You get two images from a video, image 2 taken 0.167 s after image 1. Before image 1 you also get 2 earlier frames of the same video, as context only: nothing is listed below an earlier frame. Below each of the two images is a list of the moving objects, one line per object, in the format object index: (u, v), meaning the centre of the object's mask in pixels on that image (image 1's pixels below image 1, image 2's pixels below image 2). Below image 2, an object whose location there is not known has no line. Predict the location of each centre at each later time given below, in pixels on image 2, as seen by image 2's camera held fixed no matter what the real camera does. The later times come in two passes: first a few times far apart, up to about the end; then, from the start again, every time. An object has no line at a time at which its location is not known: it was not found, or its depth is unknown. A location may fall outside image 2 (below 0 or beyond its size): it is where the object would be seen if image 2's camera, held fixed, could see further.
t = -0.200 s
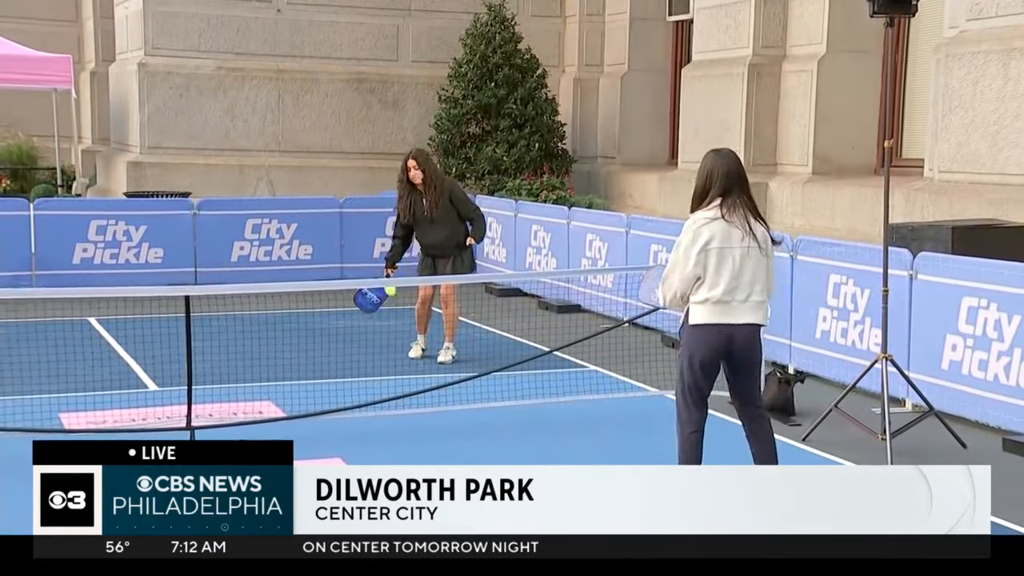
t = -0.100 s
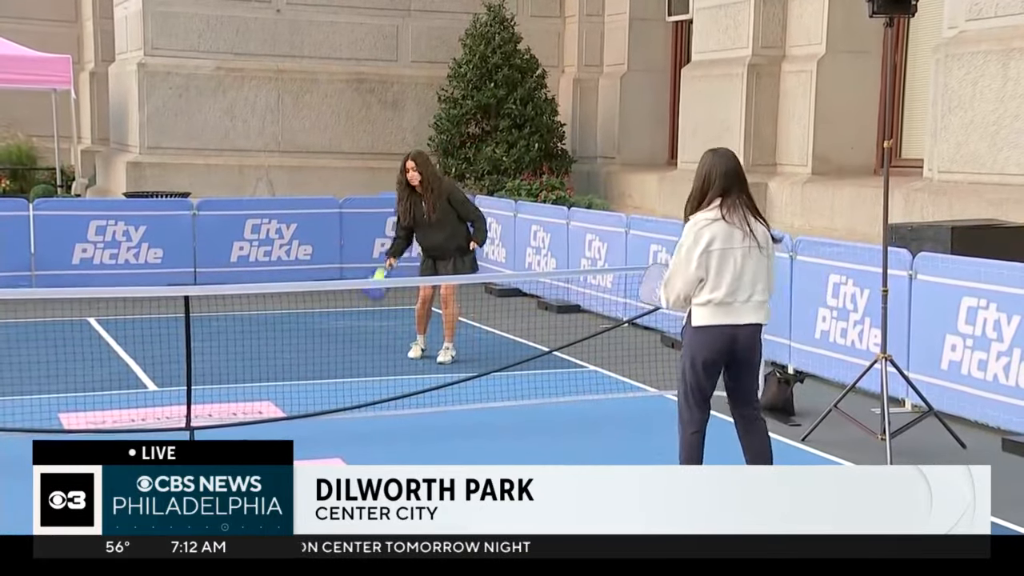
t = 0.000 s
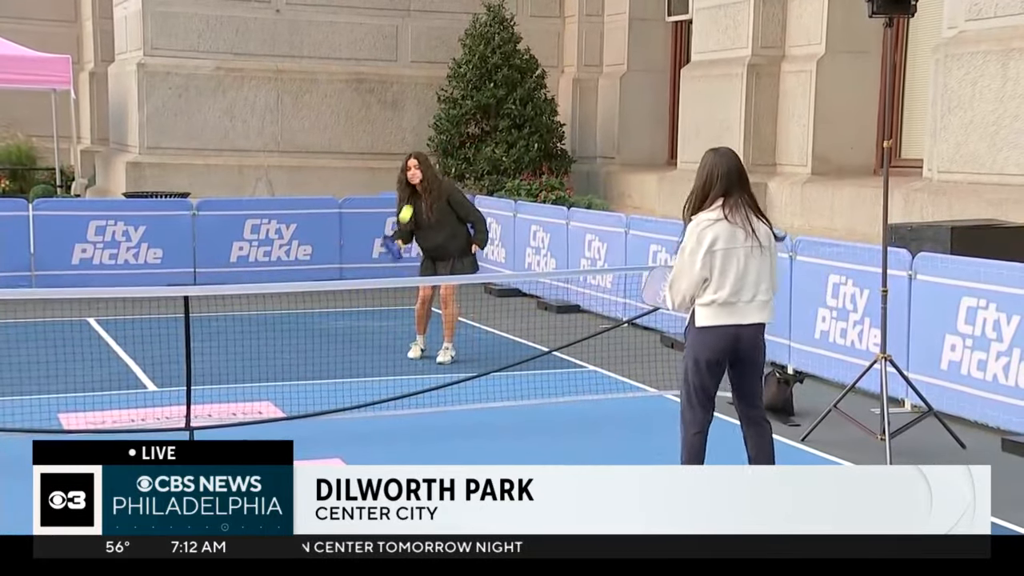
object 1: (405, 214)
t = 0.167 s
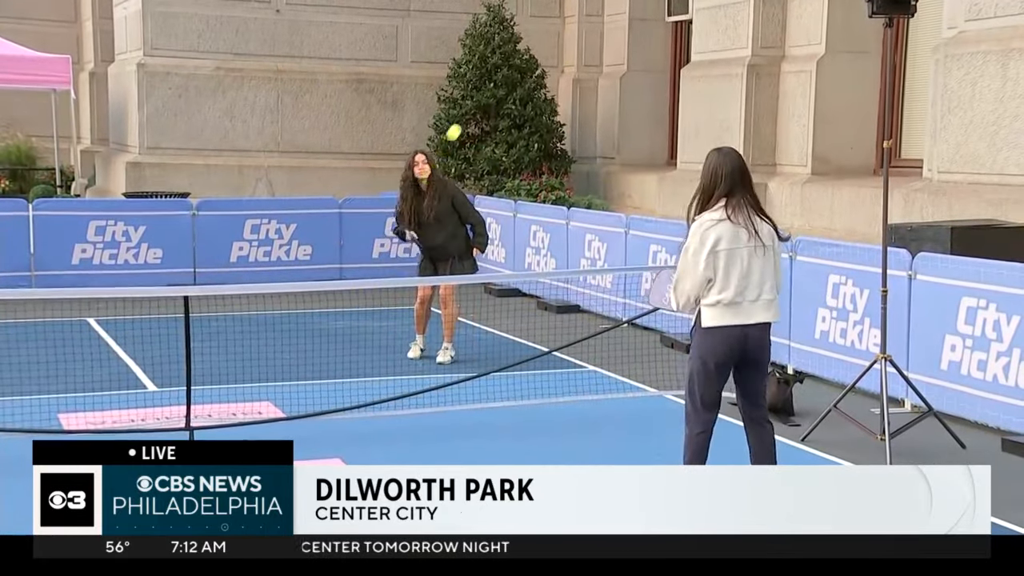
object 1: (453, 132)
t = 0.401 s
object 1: (529, 79)
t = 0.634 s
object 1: (618, 116)
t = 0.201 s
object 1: (464, 120)
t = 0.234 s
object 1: (474, 109)
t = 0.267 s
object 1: (484, 99)
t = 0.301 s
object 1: (495, 92)
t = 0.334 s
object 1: (506, 86)
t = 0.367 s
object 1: (517, 81)
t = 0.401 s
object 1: (529, 79)
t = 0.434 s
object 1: (541, 78)
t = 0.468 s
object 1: (553, 79)
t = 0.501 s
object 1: (565, 82)
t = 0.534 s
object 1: (578, 87)
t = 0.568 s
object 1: (591, 94)
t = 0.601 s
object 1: (604, 104)
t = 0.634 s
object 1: (618, 116)
